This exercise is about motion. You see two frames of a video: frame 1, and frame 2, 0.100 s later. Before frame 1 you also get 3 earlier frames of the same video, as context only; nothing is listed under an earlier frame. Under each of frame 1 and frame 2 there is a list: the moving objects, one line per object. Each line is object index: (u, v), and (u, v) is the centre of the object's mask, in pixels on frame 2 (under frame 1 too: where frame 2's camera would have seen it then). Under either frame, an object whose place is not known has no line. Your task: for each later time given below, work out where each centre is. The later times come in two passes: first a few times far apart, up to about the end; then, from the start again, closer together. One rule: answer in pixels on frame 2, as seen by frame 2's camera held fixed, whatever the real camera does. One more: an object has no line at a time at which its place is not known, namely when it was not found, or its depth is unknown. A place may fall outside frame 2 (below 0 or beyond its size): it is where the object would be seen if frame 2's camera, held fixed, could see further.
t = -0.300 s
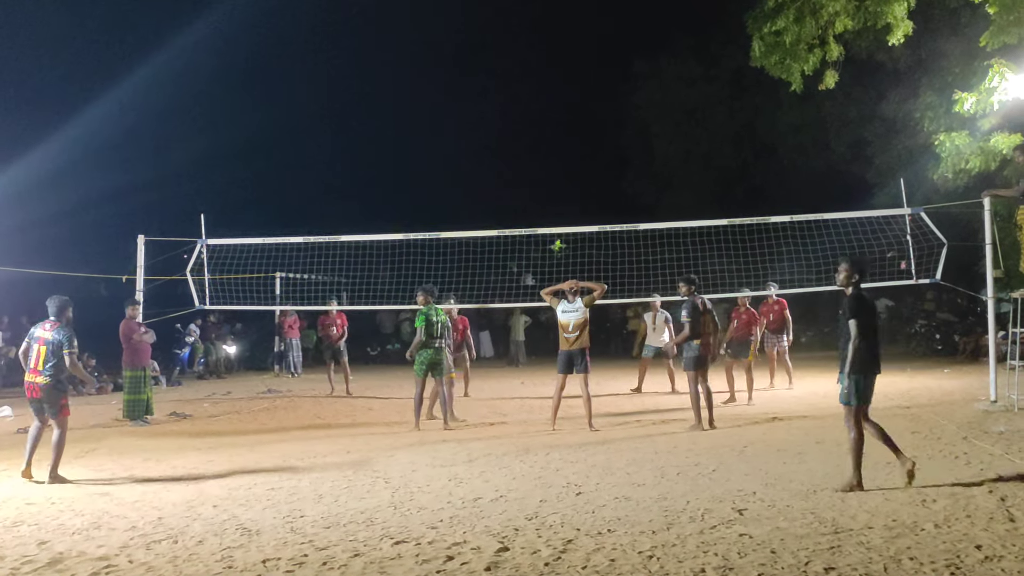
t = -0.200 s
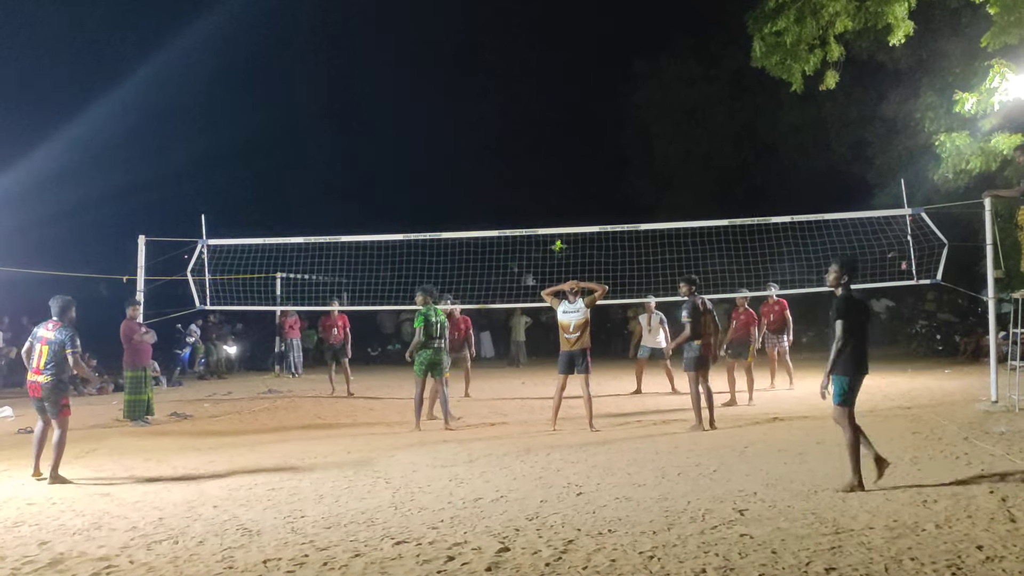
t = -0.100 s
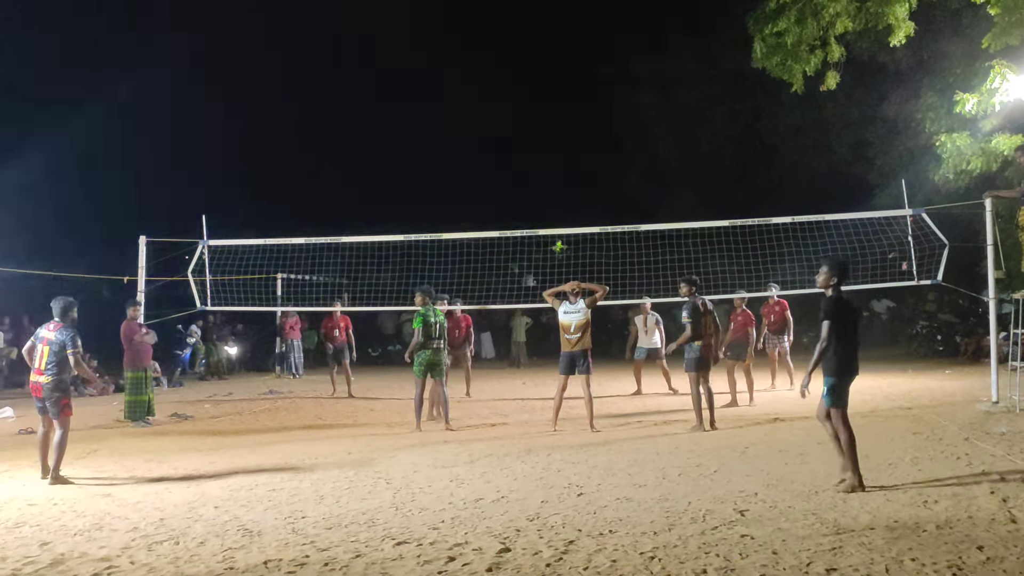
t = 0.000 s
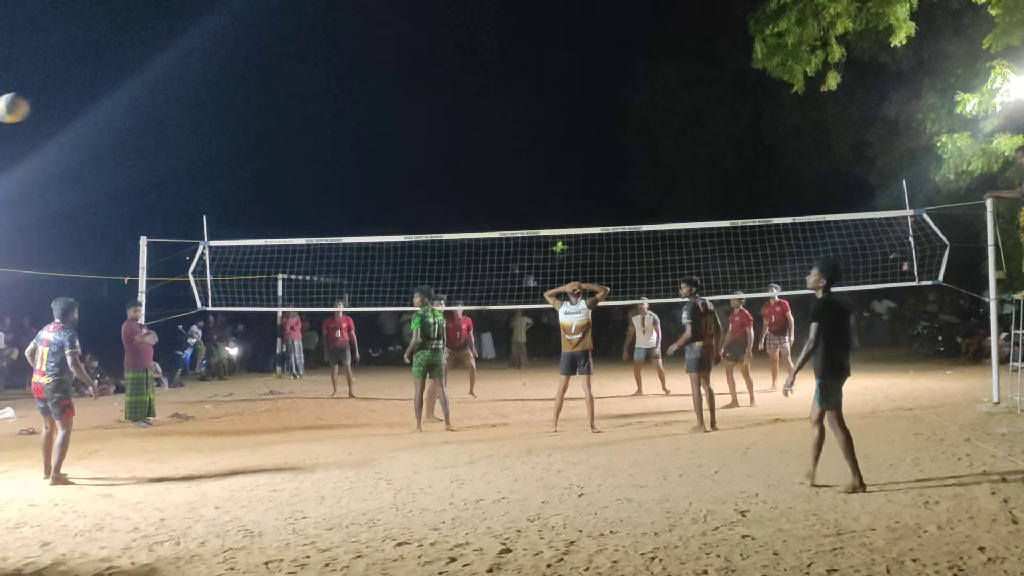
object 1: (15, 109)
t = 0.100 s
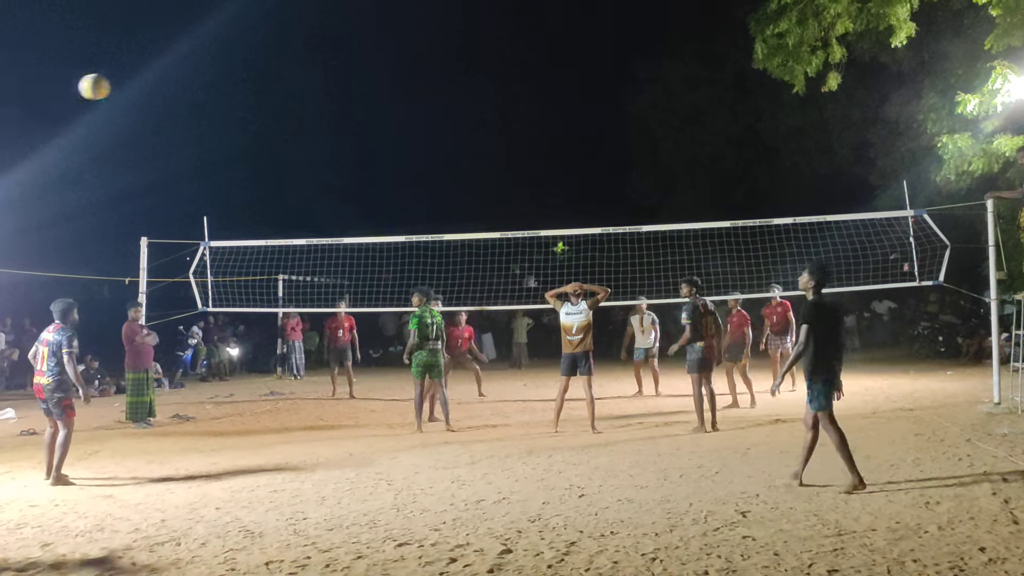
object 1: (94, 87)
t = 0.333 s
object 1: (233, 88)
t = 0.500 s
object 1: (304, 118)
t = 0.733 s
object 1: (381, 180)
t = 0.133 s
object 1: (118, 83)
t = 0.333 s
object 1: (233, 88)
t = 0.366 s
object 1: (249, 92)
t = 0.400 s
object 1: (263, 98)
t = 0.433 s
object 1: (277, 103)
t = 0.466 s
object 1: (291, 110)
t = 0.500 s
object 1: (304, 118)
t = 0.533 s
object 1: (316, 125)
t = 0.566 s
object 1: (328, 134)
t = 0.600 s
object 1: (339, 142)
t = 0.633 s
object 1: (350, 151)
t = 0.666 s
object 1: (361, 160)
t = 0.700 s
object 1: (371, 170)
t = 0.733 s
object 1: (381, 180)
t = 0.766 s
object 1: (391, 191)
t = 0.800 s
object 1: (400, 201)
